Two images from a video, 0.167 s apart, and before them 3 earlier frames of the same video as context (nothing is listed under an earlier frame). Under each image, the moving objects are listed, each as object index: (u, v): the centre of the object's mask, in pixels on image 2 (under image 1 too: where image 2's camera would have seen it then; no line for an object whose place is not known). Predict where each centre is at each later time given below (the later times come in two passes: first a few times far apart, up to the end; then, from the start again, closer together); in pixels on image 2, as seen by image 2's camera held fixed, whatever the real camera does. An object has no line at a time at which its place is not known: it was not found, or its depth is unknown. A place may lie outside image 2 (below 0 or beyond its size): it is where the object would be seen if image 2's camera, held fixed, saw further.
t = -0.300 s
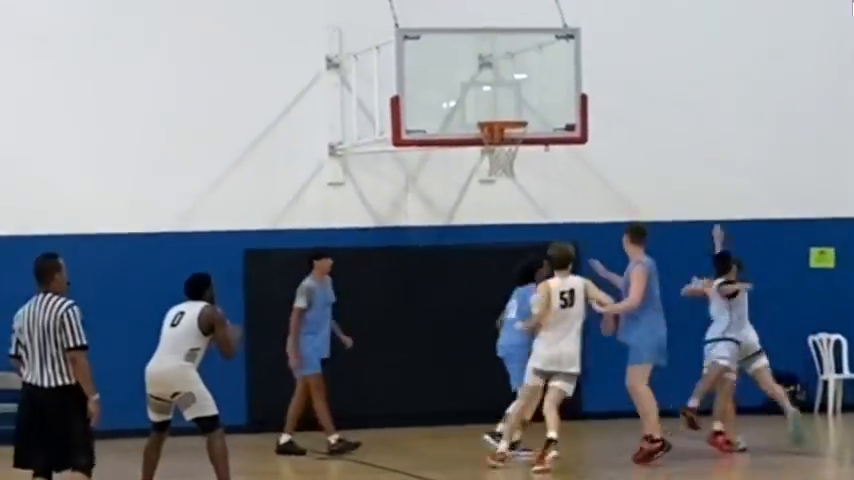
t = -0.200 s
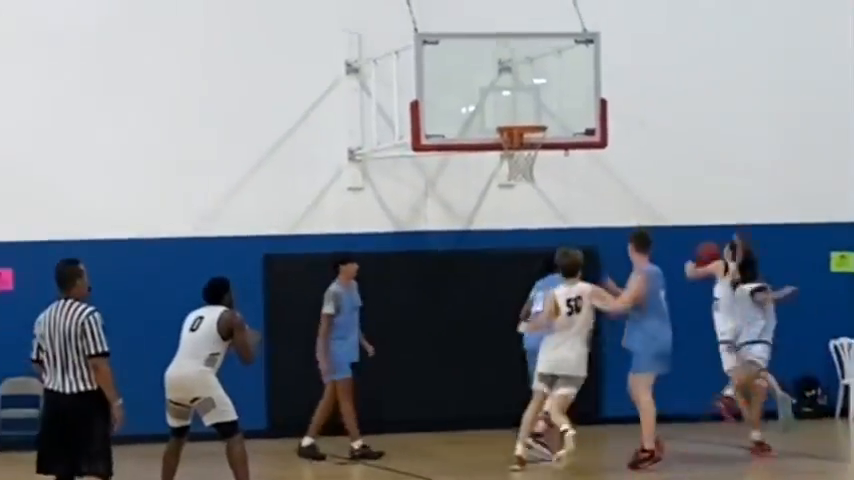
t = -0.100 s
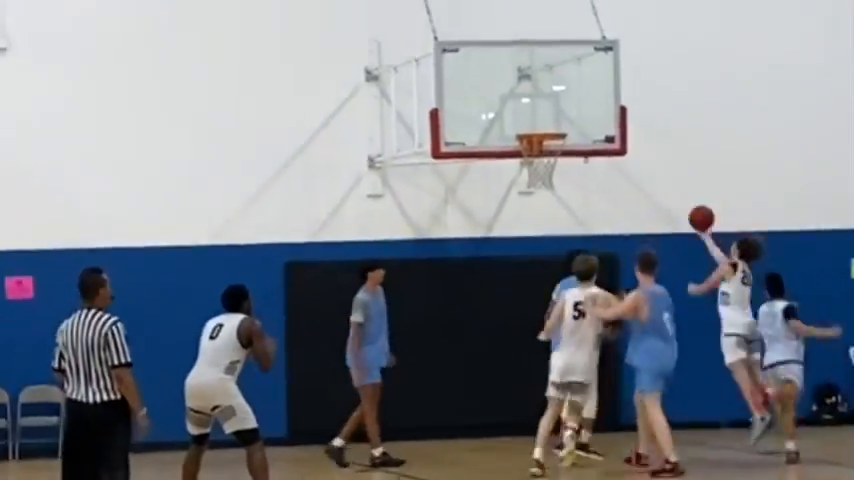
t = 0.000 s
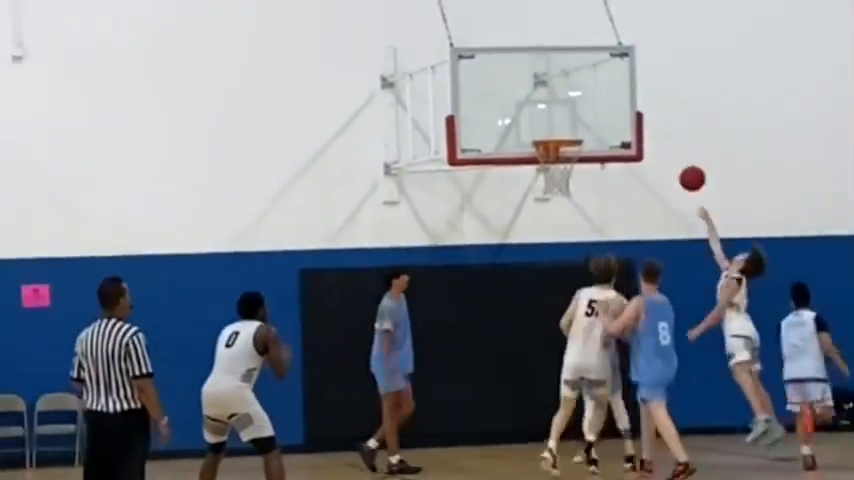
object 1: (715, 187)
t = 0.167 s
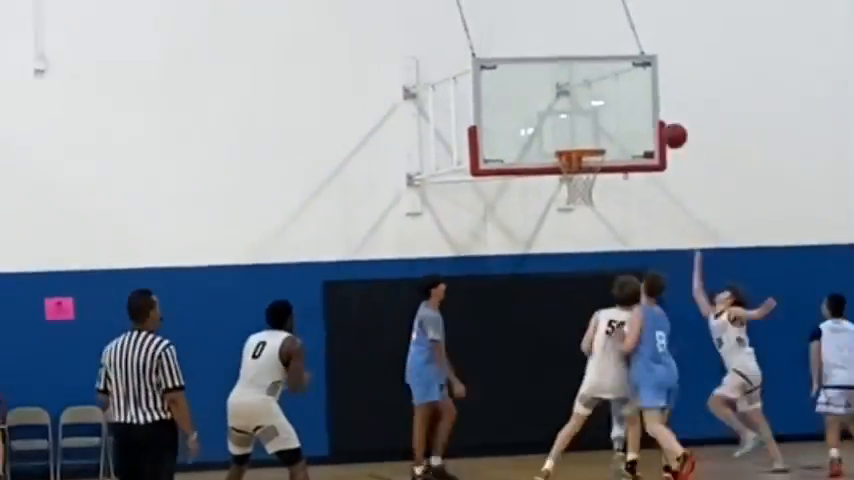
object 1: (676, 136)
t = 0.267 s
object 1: (650, 119)
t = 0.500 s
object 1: (598, 119)
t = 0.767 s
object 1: (570, 142)
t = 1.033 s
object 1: (592, 174)
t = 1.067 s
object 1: (594, 174)
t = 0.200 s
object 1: (666, 129)
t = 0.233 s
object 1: (658, 123)
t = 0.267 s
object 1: (650, 119)
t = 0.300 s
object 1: (642, 116)
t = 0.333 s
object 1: (635, 114)
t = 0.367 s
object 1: (627, 113)
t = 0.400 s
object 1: (619, 113)
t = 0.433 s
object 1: (612, 114)
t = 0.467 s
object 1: (605, 117)
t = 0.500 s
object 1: (598, 119)
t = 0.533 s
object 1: (590, 124)
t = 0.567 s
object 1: (583, 130)
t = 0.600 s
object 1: (579, 134)
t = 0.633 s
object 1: (576, 136)
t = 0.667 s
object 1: (574, 138)
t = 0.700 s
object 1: (572, 139)
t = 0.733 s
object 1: (571, 141)
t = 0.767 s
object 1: (570, 142)
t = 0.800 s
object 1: (570, 144)
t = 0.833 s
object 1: (571, 147)
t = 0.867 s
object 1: (576, 147)
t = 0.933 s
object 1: (584, 170)
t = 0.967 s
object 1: (586, 171)
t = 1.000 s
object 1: (590, 173)
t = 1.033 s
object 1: (592, 174)
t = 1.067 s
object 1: (594, 174)
